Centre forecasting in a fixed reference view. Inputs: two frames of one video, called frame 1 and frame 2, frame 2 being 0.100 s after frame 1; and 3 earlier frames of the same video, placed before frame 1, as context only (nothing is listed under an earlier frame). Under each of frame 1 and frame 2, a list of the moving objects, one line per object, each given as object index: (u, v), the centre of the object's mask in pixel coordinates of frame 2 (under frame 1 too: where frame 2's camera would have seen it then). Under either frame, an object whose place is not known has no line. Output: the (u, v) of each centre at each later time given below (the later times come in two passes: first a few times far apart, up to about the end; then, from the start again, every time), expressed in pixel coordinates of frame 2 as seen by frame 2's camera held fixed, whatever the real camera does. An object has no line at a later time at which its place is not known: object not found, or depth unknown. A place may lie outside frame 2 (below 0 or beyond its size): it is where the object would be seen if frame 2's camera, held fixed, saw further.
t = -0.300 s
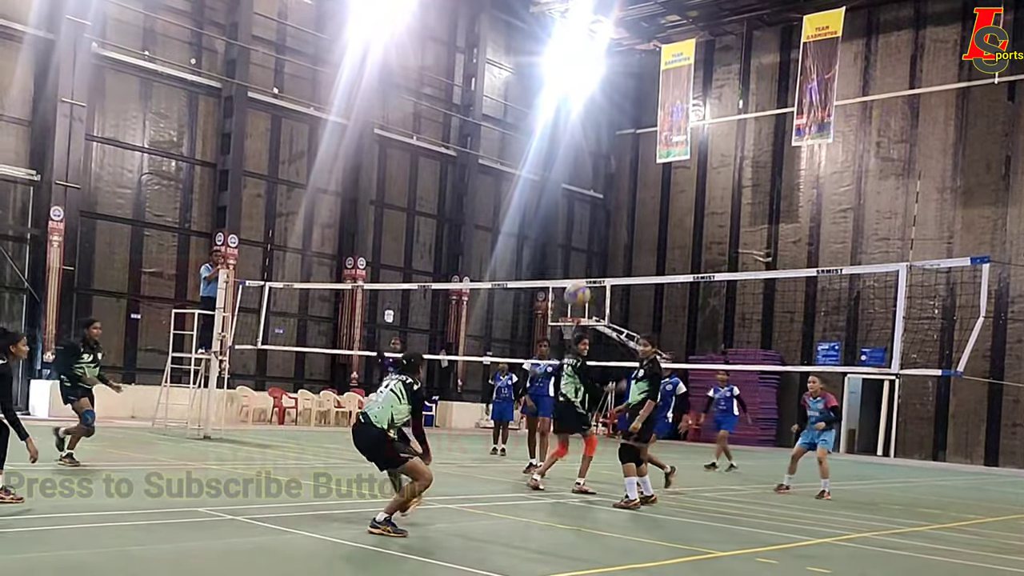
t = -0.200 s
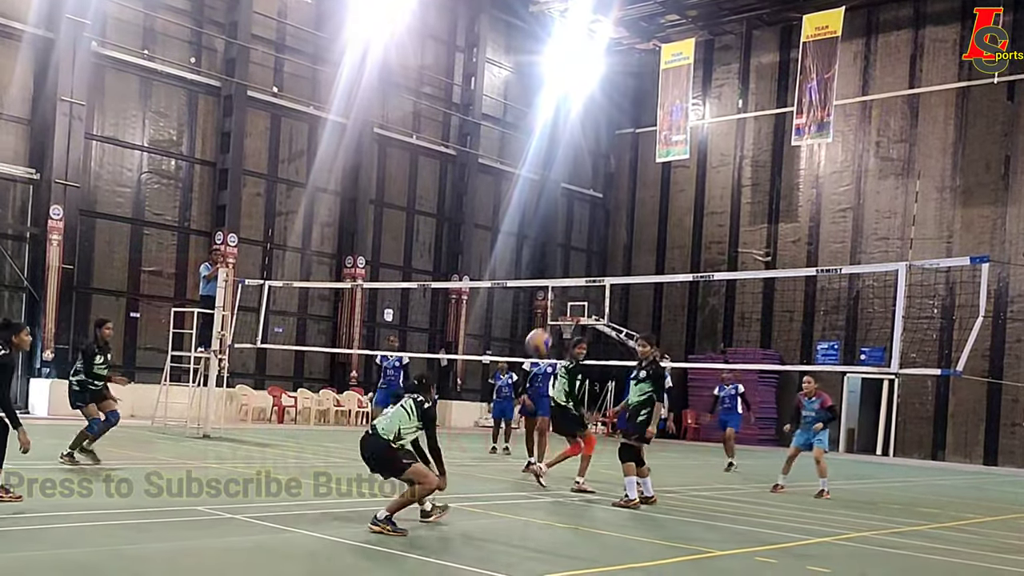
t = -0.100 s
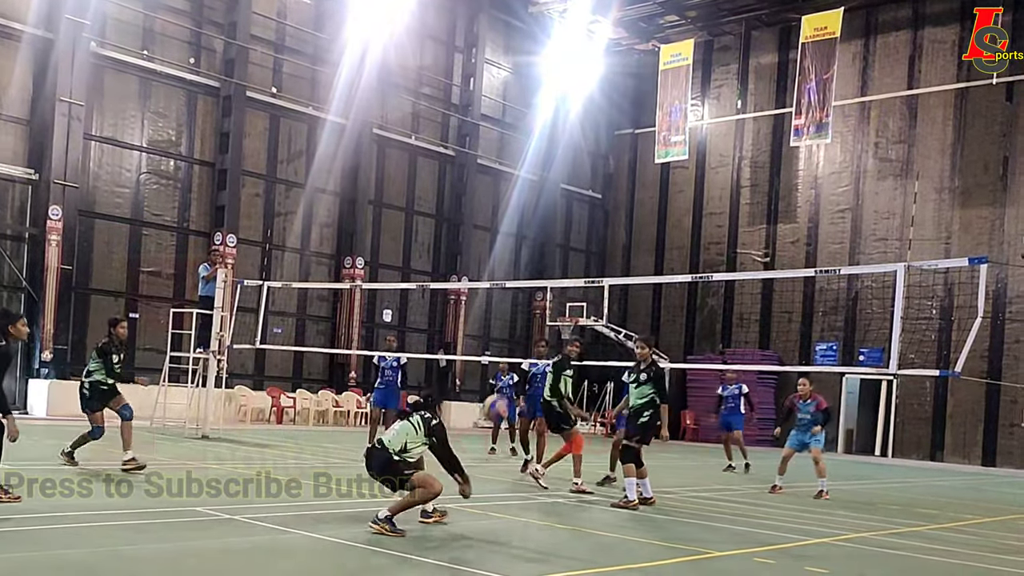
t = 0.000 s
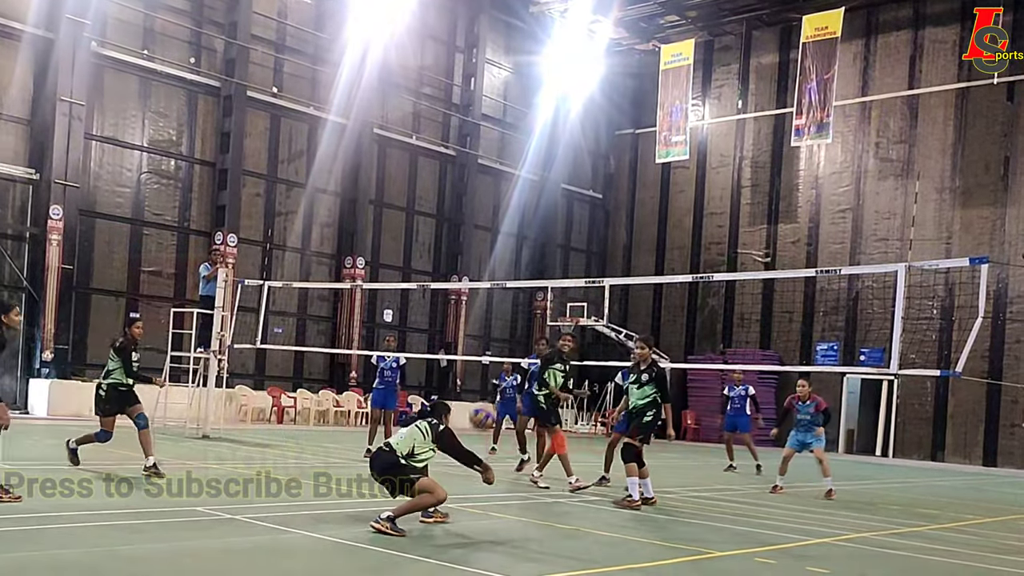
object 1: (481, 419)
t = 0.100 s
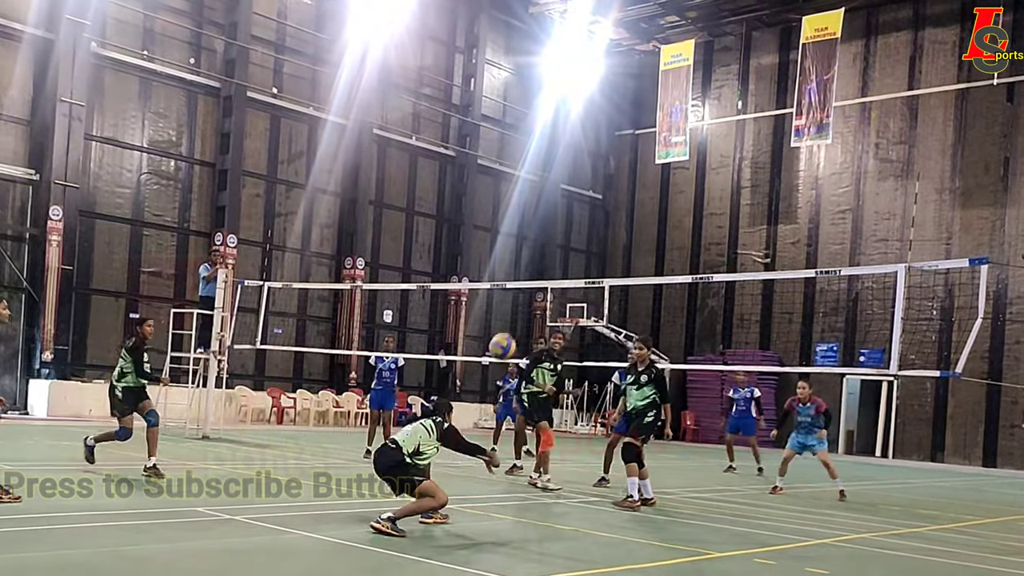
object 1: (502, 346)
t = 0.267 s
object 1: (532, 265)
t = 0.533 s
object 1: (570, 208)
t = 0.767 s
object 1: (595, 226)
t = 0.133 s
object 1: (508, 328)
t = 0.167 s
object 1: (515, 308)
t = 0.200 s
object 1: (521, 293)
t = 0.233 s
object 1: (527, 278)
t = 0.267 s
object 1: (532, 265)
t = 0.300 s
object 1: (538, 253)
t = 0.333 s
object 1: (543, 243)
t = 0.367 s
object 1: (548, 233)
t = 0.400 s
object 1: (553, 225)
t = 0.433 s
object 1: (557, 219)
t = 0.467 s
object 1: (562, 213)
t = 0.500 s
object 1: (566, 211)
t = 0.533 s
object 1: (570, 208)
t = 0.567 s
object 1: (574, 207)
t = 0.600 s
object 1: (578, 208)
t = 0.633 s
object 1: (582, 209)
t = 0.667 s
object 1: (585, 212)
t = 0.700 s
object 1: (588, 215)
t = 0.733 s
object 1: (592, 220)
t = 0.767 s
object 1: (595, 226)
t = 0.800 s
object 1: (598, 233)
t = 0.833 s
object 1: (601, 242)
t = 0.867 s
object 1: (604, 251)
